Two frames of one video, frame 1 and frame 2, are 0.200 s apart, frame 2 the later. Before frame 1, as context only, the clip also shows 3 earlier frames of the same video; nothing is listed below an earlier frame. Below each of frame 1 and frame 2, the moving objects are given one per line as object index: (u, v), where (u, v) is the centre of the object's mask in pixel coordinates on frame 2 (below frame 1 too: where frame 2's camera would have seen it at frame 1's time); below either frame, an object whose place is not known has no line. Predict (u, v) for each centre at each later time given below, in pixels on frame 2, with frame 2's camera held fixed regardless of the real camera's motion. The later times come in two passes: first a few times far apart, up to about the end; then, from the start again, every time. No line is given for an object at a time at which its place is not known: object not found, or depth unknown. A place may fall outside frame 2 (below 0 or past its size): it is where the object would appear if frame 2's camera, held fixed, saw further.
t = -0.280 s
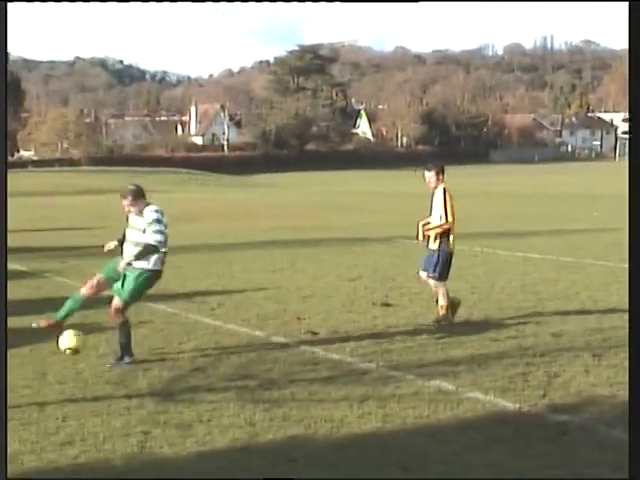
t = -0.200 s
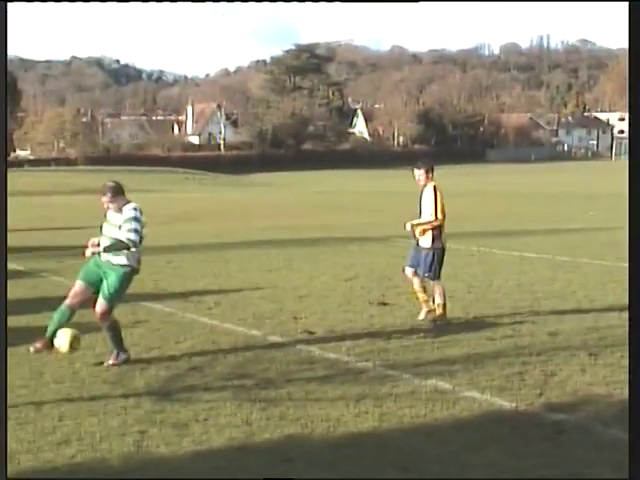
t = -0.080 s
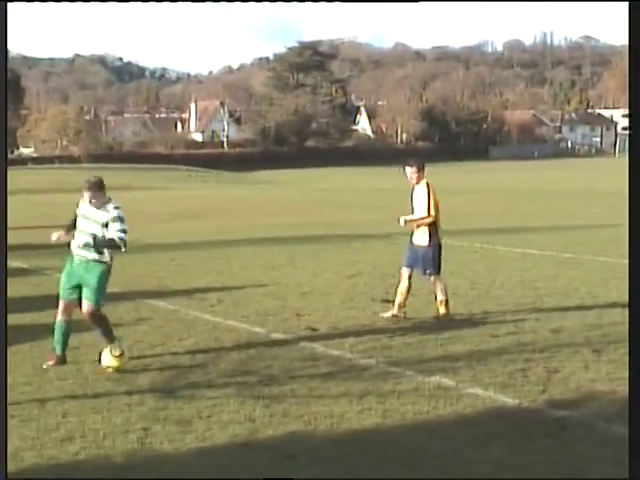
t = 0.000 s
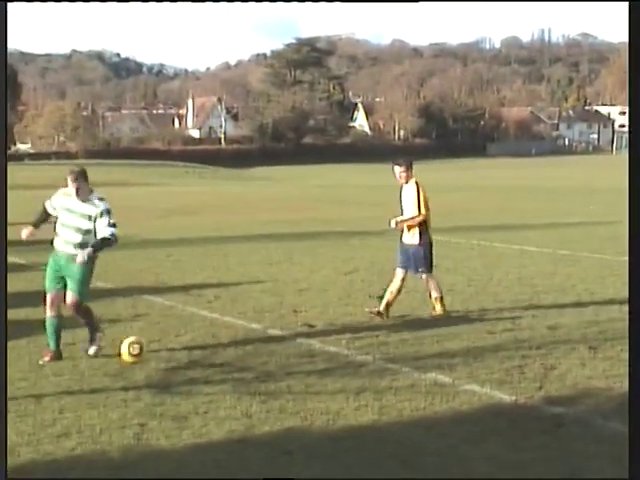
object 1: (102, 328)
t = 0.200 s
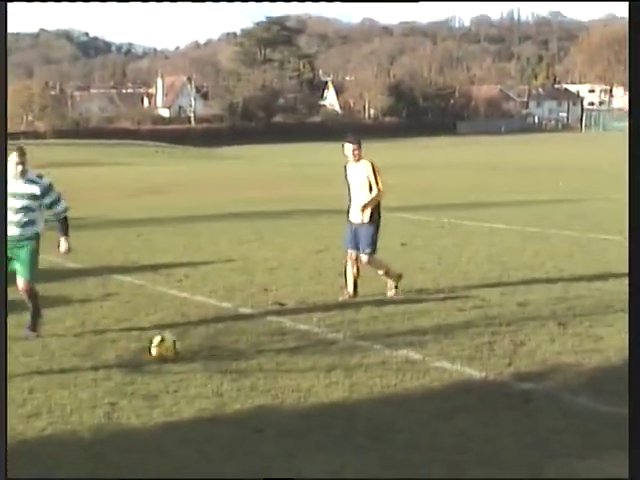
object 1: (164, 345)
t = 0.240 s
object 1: (174, 344)
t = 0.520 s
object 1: (227, 354)
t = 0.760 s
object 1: (272, 361)
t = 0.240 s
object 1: (174, 344)
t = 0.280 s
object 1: (180, 344)
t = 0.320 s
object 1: (189, 344)
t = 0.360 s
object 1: (197, 350)
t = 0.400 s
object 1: (205, 351)
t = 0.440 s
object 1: (213, 350)
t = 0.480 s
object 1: (219, 351)
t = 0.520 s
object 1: (227, 354)
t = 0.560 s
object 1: (234, 356)
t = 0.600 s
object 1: (242, 357)
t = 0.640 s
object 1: (251, 355)
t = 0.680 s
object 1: (259, 359)
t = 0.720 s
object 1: (265, 360)
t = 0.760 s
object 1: (272, 361)
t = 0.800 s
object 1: (277, 363)
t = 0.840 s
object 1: (286, 365)
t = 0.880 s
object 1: (296, 366)
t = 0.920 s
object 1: (303, 368)
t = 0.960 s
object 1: (311, 370)
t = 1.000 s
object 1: (318, 371)
